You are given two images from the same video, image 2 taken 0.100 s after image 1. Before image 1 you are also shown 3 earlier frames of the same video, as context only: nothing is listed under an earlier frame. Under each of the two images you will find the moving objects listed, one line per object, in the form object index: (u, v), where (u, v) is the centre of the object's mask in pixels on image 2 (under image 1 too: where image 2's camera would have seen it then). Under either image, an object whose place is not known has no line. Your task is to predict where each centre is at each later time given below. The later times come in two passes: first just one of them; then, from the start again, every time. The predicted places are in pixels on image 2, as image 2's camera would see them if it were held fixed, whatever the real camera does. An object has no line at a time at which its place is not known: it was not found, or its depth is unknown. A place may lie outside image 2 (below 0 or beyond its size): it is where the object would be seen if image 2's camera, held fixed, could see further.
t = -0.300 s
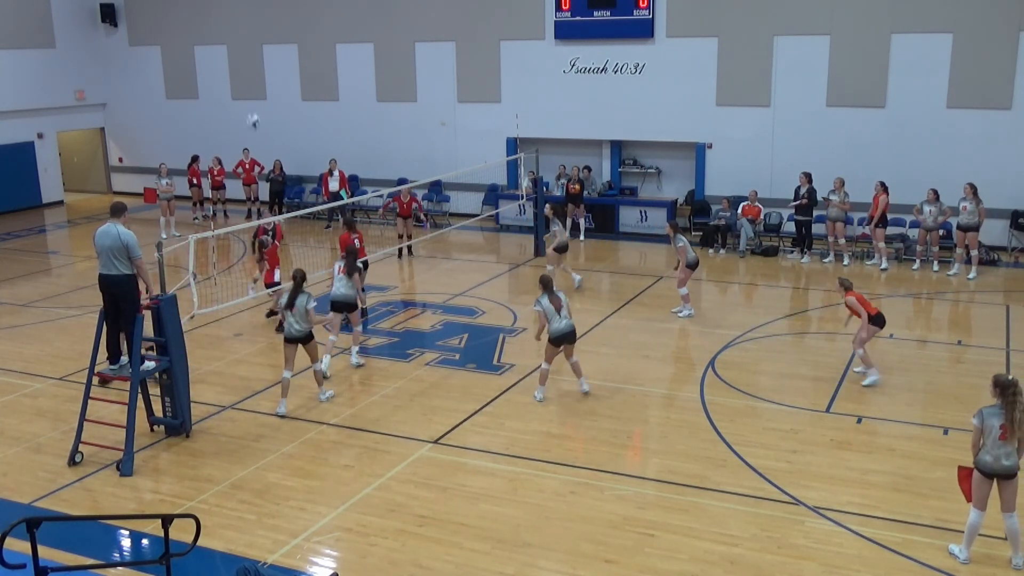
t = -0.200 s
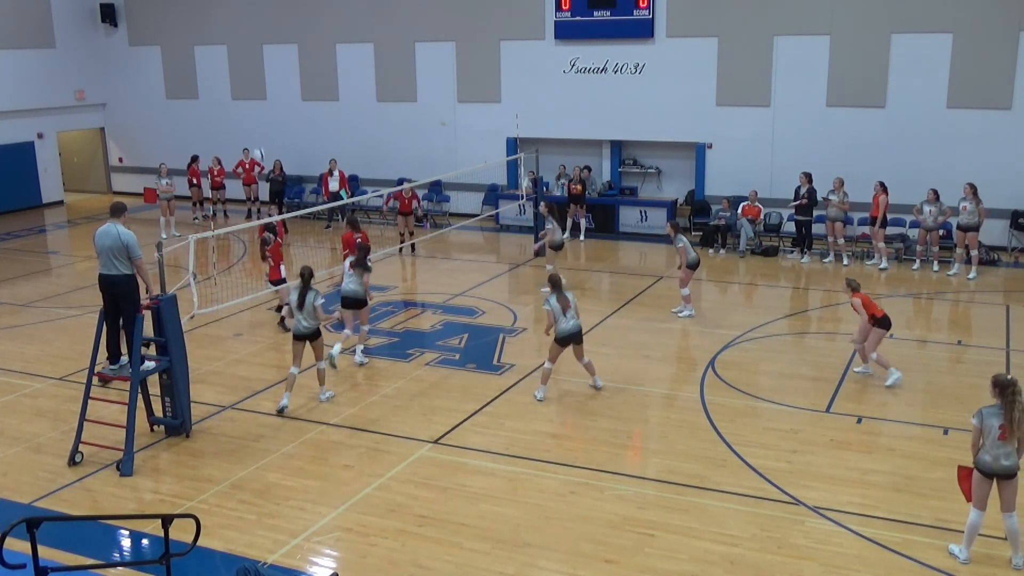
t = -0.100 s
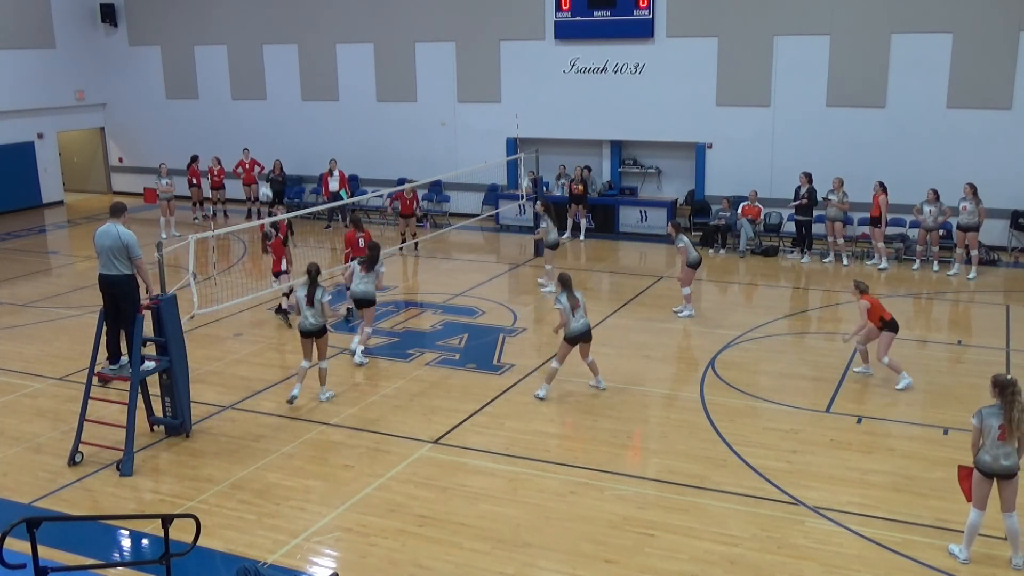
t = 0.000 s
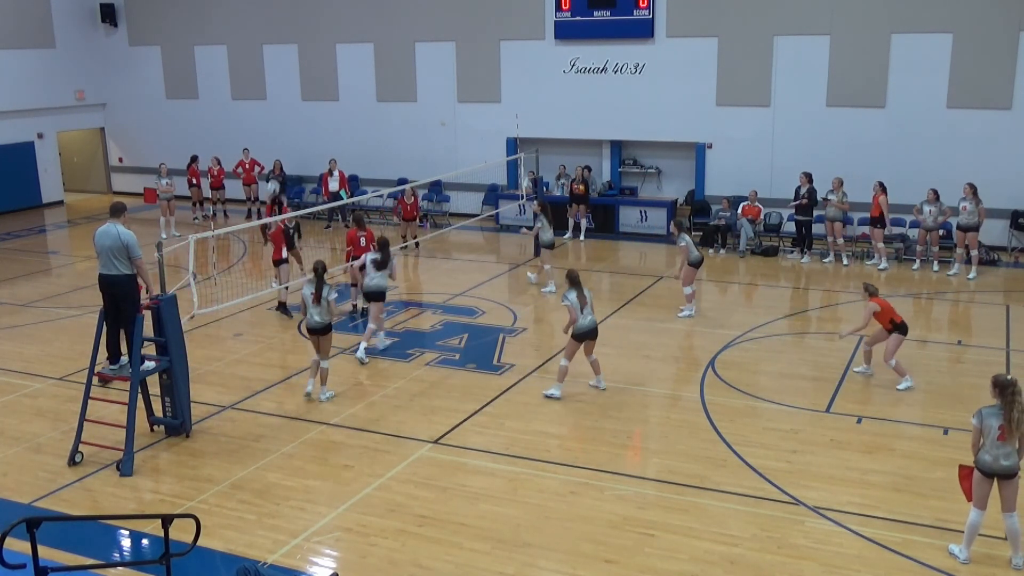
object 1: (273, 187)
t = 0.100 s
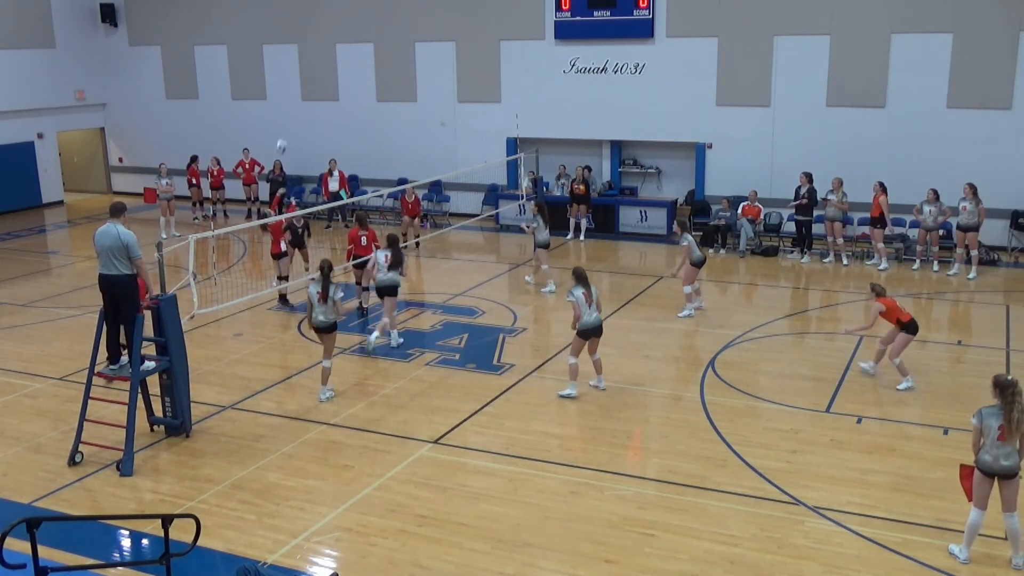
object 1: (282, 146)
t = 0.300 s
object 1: (300, 84)
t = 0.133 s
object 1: (285, 134)
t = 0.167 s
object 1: (287, 122)
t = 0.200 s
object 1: (290, 112)
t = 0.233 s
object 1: (293, 102)
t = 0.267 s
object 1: (296, 92)
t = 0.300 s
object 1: (300, 84)
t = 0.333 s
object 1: (302, 76)
